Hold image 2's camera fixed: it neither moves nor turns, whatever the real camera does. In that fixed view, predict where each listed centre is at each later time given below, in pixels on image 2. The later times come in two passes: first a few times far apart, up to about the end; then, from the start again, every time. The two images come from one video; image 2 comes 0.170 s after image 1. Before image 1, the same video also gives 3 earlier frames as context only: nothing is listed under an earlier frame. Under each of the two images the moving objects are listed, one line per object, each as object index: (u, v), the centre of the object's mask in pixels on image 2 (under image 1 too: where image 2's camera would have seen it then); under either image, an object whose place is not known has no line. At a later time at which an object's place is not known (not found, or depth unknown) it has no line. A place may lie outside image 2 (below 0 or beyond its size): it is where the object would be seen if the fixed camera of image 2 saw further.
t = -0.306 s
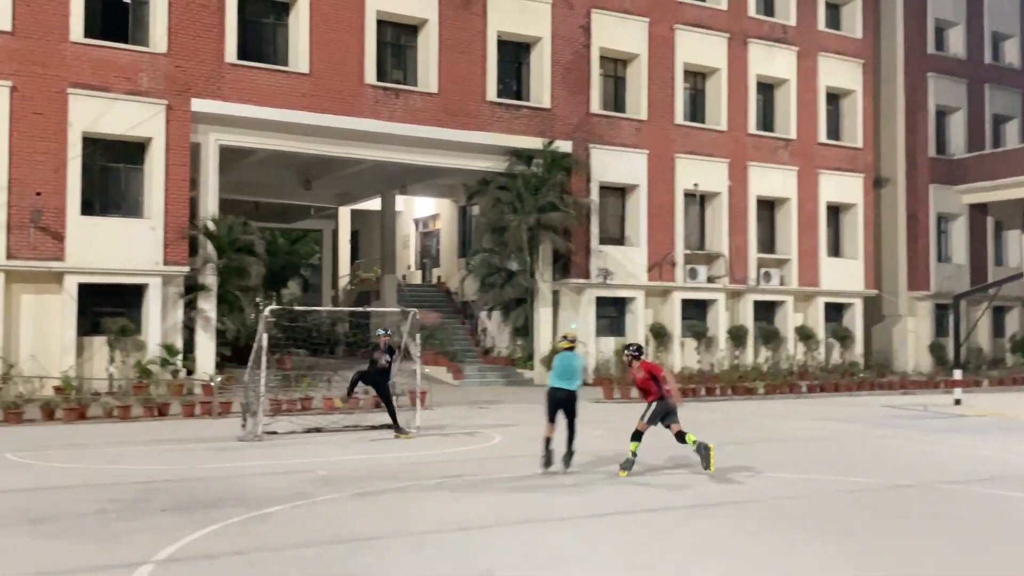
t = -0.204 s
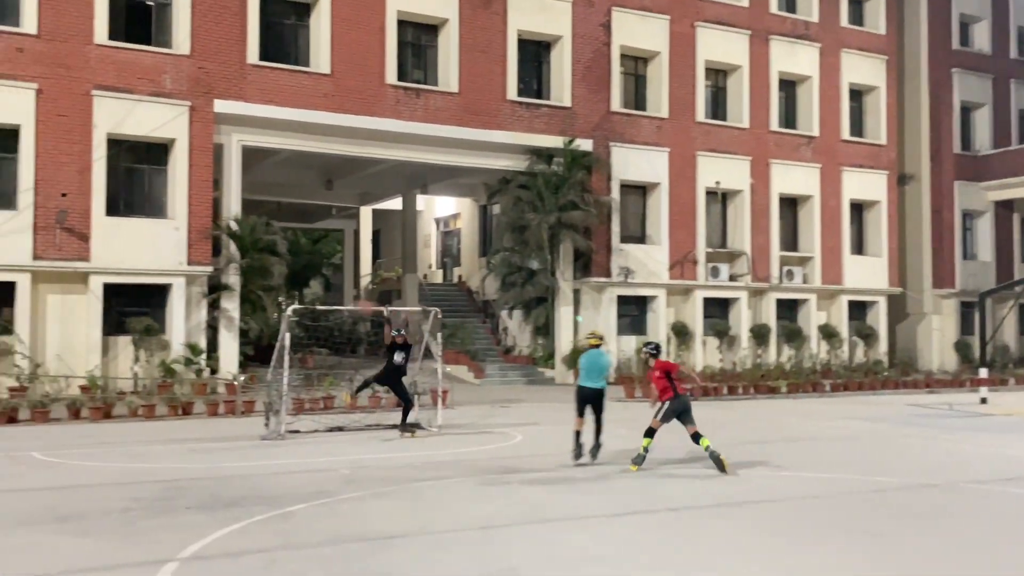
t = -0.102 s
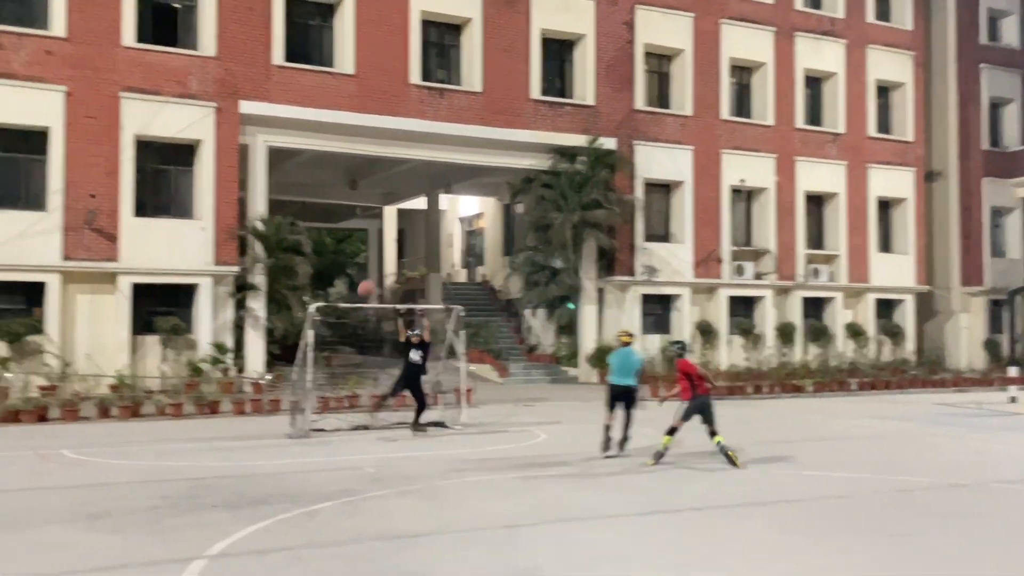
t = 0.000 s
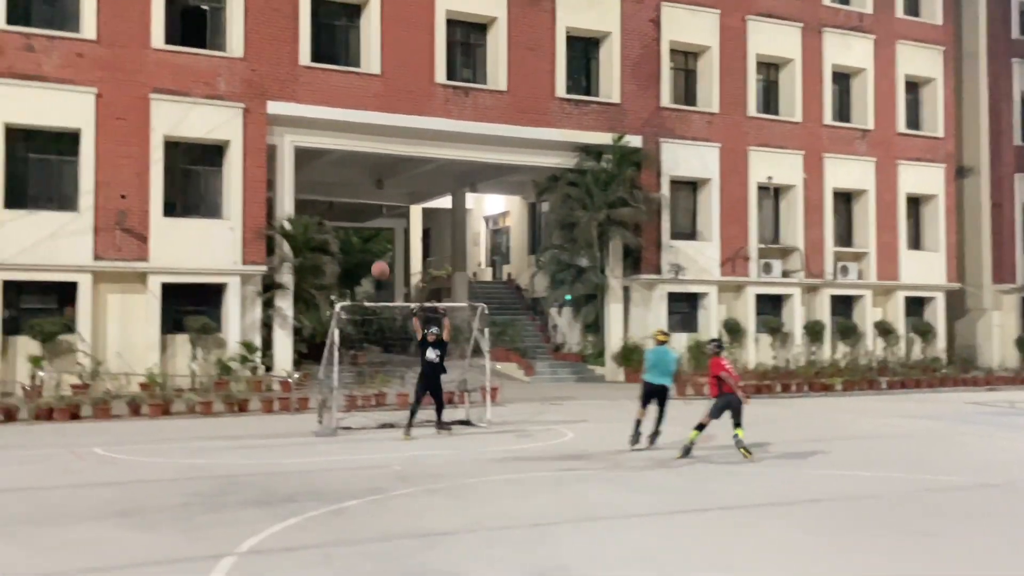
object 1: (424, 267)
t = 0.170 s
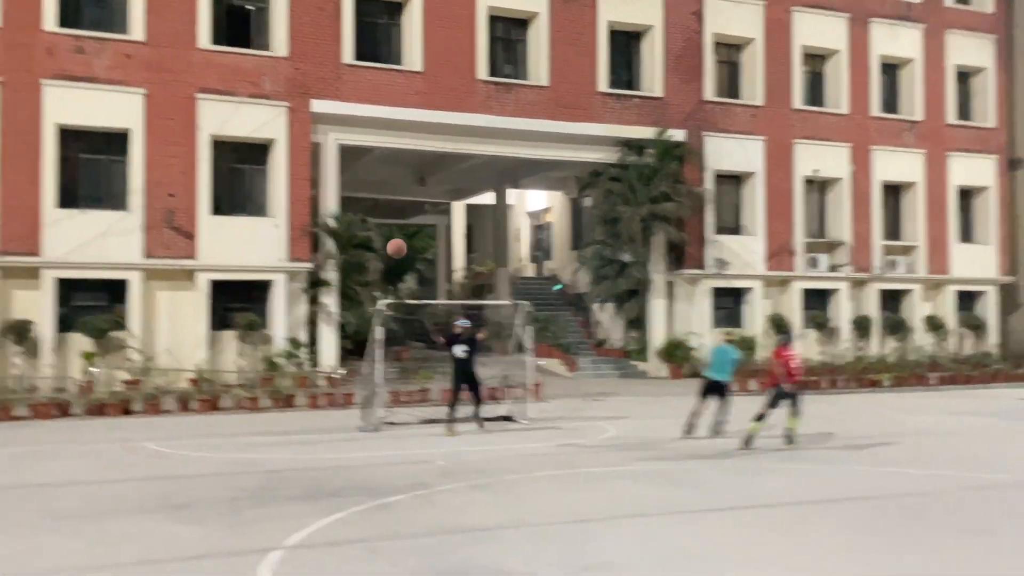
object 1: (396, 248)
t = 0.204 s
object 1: (390, 247)
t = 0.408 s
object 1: (342, 258)
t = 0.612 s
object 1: (274, 318)
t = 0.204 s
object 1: (390, 247)
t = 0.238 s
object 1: (383, 246)
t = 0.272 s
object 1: (376, 245)
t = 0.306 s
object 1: (369, 247)
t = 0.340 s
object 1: (360, 250)
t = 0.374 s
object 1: (351, 254)
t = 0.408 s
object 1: (342, 258)
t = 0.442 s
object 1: (333, 264)
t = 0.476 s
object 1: (322, 271)
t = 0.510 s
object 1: (311, 281)
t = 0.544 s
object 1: (301, 291)
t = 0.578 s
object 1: (289, 304)
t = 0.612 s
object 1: (274, 318)
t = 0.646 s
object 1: (259, 334)
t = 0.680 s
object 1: (247, 353)
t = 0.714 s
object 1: (229, 376)
